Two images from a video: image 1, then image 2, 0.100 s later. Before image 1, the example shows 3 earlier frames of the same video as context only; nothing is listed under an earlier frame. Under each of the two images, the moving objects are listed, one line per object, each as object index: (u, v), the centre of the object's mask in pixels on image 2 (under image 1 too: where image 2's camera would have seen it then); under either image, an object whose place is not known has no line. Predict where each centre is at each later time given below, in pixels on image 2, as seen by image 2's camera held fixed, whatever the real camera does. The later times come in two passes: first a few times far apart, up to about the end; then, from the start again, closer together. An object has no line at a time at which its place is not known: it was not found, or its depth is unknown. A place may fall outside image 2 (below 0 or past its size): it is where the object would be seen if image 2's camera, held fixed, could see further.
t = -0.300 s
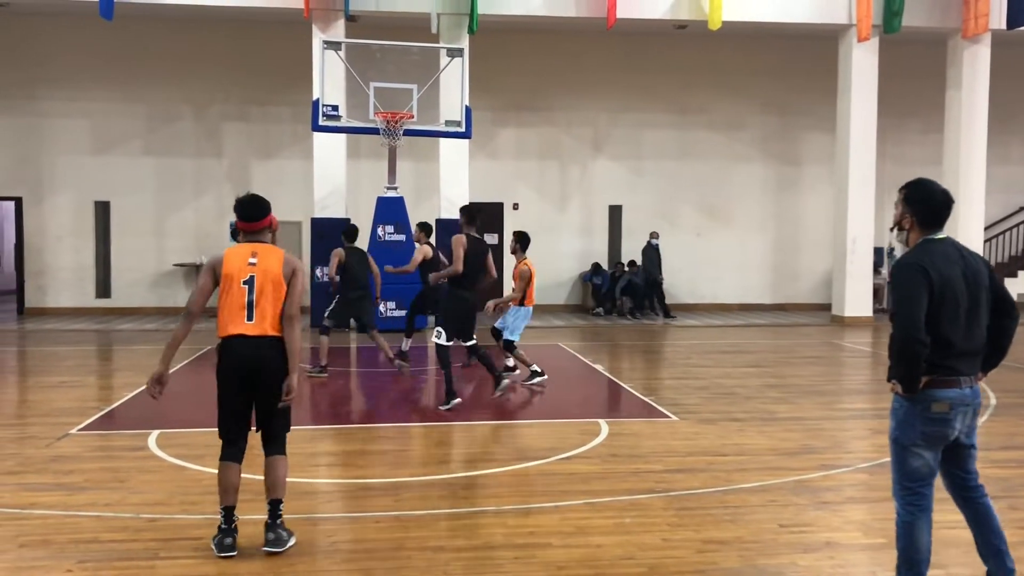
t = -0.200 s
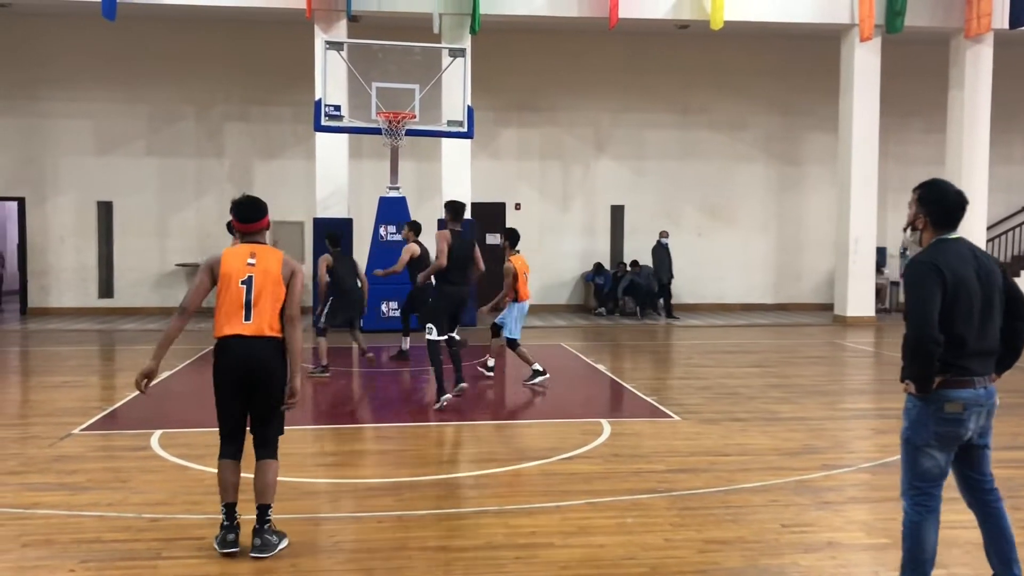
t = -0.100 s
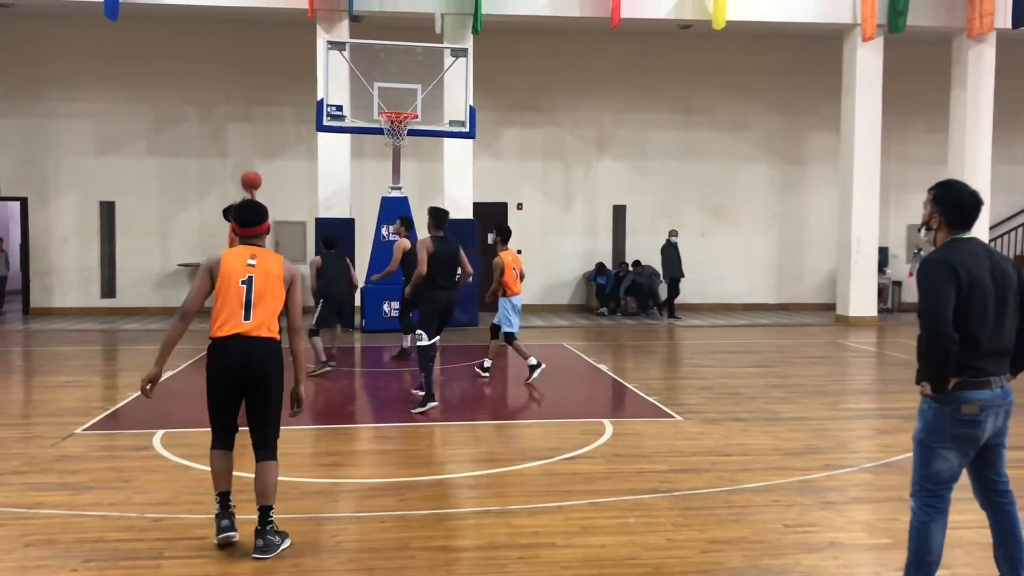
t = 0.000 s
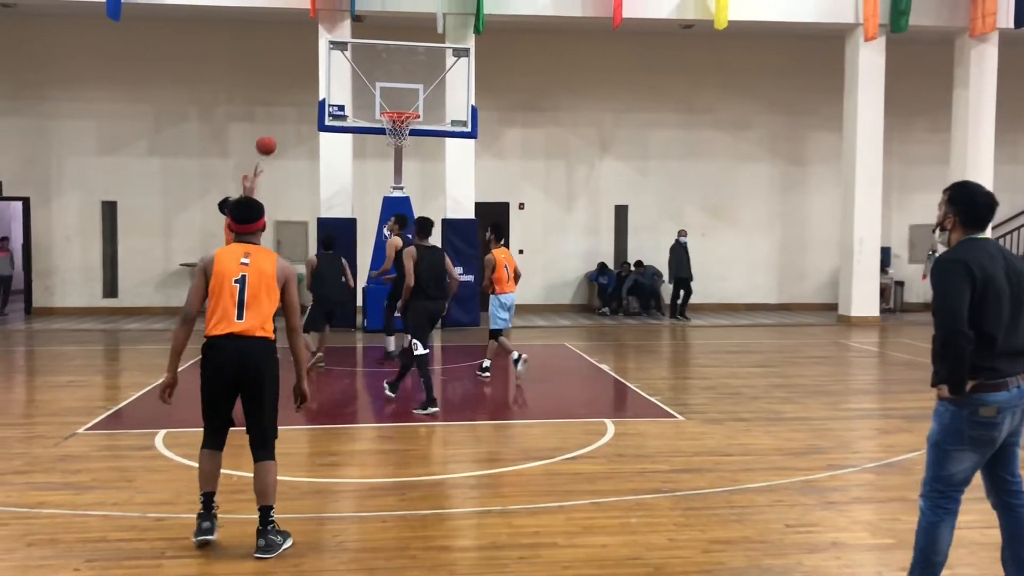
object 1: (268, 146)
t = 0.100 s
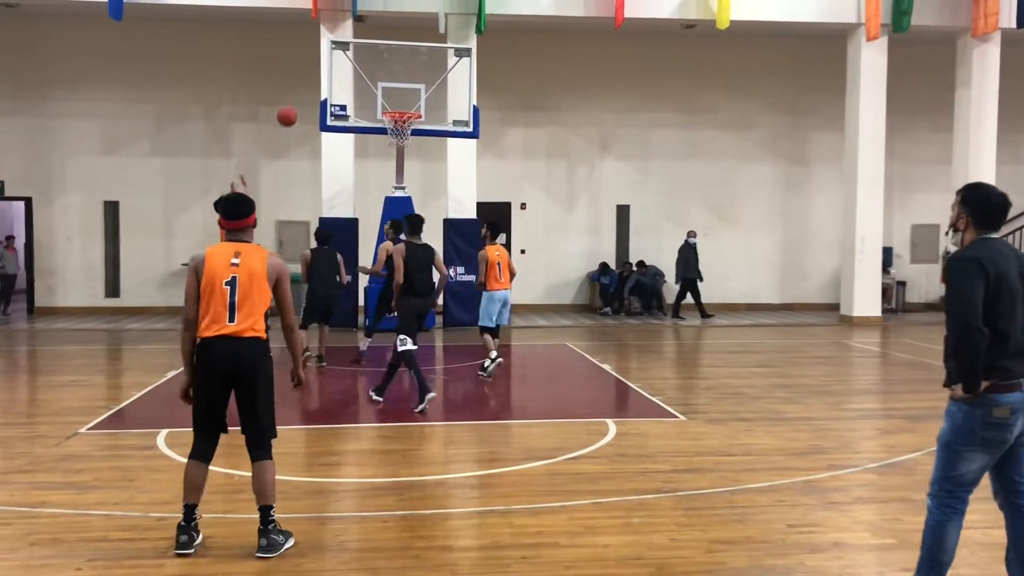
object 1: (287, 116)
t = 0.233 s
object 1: (312, 91)
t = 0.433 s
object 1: (351, 79)
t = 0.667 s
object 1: (396, 105)
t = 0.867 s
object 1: (419, 123)
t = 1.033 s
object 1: (405, 139)
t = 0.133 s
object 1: (293, 109)
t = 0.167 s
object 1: (299, 102)
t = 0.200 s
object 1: (306, 96)
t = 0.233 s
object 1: (312, 91)
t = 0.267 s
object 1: (319, 87)
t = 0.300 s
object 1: (325, 83)
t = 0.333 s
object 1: (332, 81)
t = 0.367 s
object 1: (338, 79)
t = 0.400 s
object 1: (345, 79)
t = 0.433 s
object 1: (351, 79)
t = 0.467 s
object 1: (358, 80)
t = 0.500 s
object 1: (364, 82)
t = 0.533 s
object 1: (370, 85)
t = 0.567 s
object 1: (377, 89)
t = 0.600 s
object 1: (383, 94)
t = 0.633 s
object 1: (390, 100)
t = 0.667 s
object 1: (396, 105)
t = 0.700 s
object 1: (402, 107)
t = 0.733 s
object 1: (405, 116)
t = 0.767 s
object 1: (409, 121)
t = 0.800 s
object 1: (416, 128)
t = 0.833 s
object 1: (415, 126)
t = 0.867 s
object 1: (419, 123)
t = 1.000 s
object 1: (405, 137)
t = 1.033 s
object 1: (405, 139)
